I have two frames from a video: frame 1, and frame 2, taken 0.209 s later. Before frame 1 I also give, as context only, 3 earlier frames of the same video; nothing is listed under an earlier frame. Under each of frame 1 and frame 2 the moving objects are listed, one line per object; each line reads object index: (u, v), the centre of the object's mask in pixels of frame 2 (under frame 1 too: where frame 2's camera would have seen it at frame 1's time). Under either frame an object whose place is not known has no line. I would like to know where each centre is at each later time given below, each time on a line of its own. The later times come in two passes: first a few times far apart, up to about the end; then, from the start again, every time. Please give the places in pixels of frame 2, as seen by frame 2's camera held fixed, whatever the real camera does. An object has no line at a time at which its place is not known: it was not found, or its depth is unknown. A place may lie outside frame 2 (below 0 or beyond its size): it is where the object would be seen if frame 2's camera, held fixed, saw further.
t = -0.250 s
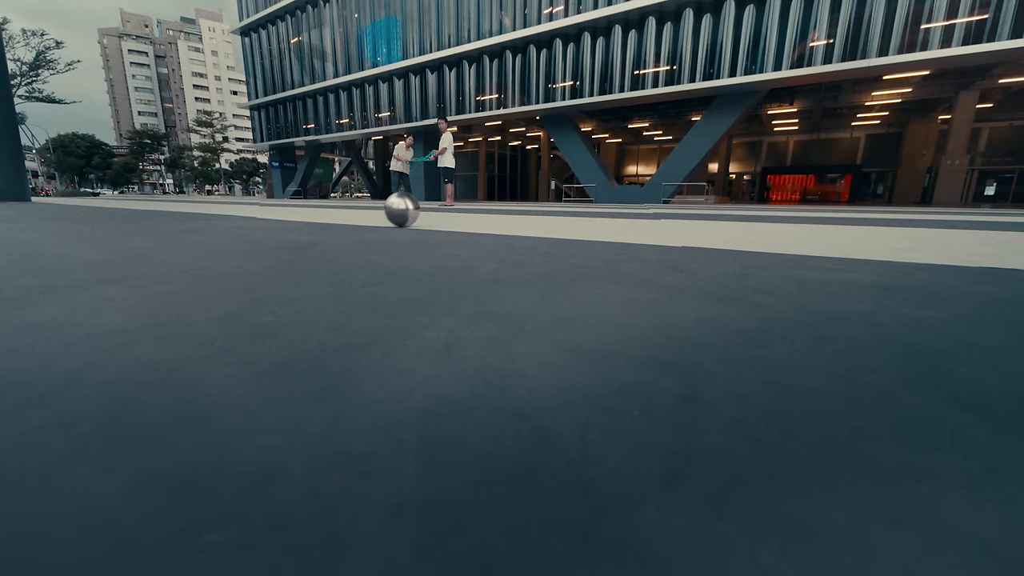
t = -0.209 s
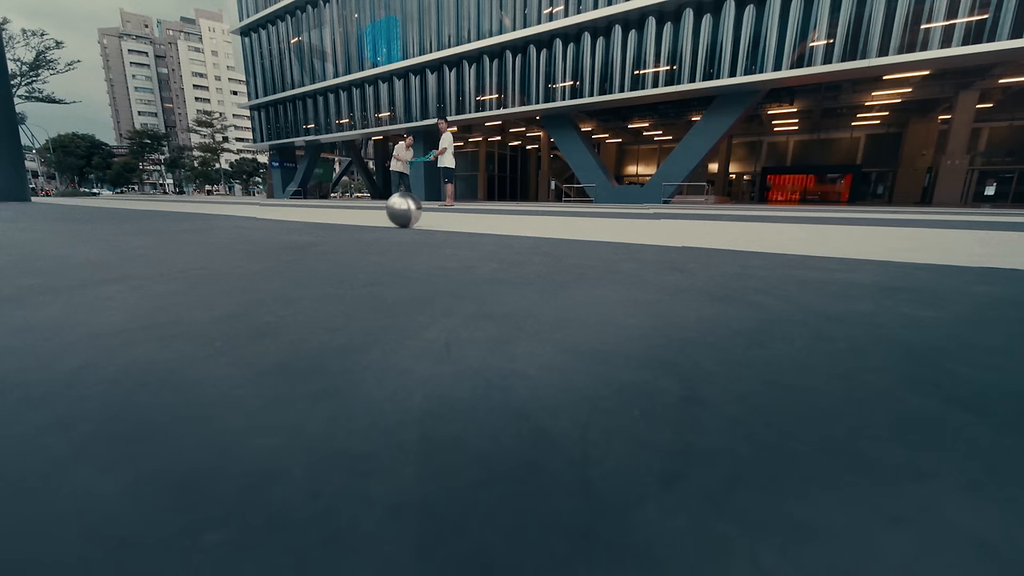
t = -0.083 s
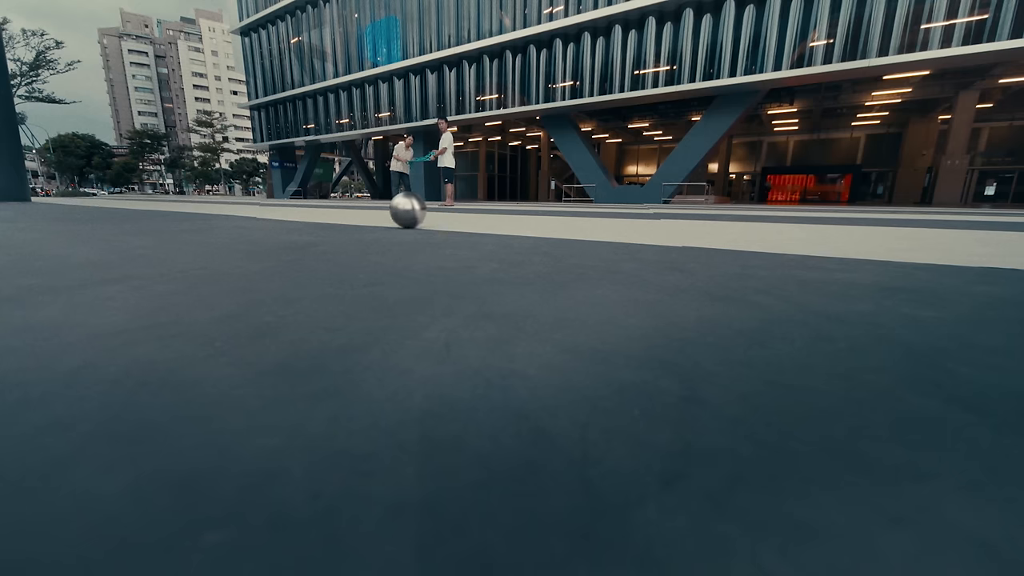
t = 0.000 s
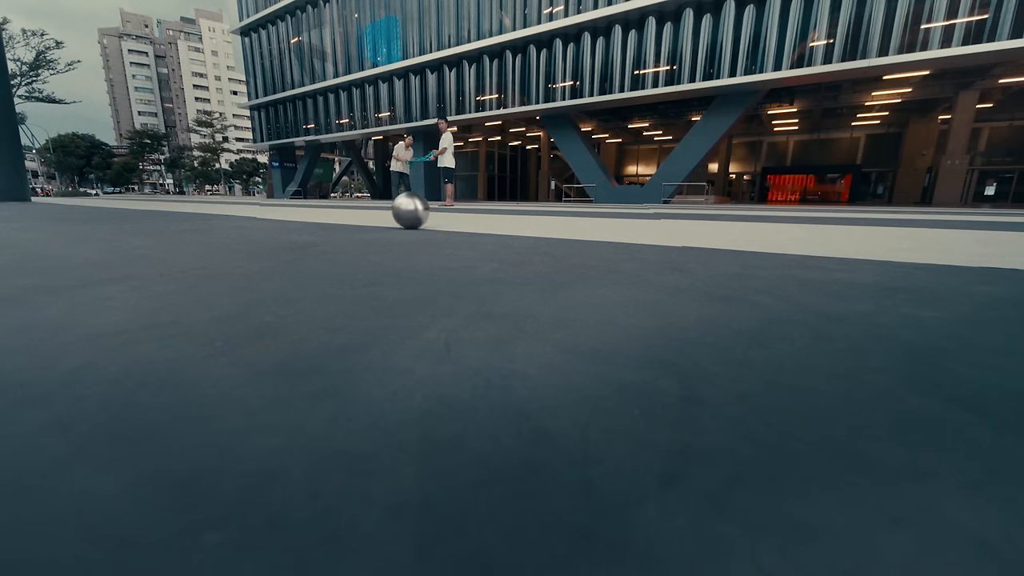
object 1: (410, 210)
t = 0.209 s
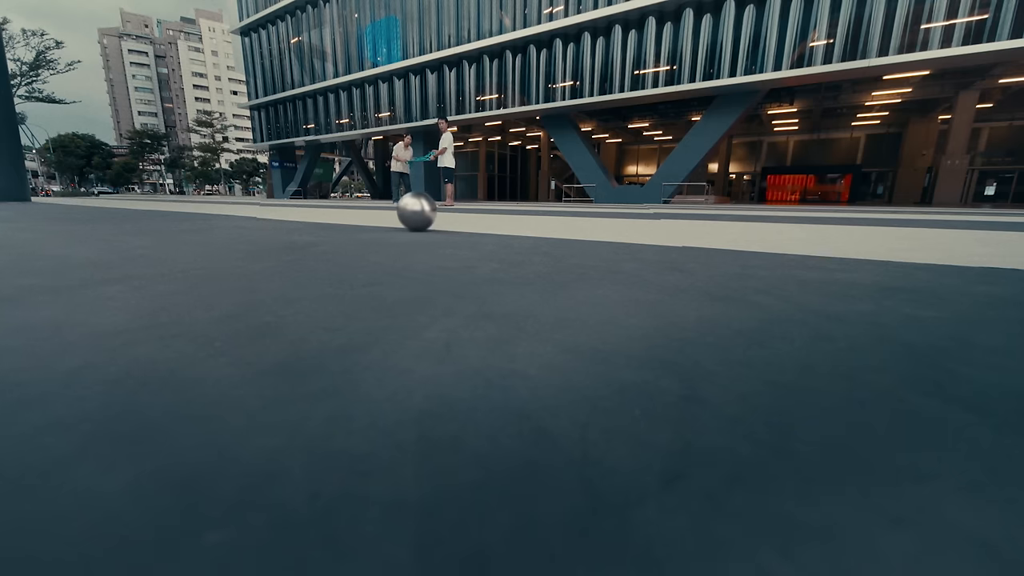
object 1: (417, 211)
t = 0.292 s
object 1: (419, 212)
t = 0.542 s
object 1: (426, 213)
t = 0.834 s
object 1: (432, 214)
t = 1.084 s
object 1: (439, 216)
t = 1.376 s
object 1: (447, 218)
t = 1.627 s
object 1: (456, 222)
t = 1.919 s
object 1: (468, 229)
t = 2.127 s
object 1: (475, 240)
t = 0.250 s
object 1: (418, 211)
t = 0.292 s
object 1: (419, 212)
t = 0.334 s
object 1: (420, 212)
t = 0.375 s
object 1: (421, 212)
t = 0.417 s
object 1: (422, 212)
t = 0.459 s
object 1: (424, 212)
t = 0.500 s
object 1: (424, 212)
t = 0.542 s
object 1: (426, 213)
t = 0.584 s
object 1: (426, 213)
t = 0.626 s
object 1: (428, 213)
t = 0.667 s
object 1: (428, 213)
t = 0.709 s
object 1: (430, 214)
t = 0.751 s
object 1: (430, 214)
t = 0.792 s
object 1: (432, 214)
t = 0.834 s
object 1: (432, 214)
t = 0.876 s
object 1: (434, 215)
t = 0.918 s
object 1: (434, 215)
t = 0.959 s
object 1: (436, 215)
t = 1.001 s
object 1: (436, 215)
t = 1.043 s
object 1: (438, 215)
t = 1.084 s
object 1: (439, 216)
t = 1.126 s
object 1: (440, 216)
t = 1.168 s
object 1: (441, 216)
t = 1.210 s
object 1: (442, 217)
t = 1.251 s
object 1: (443, 217)
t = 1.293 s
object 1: (444, 217)
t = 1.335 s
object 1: (445, 218)
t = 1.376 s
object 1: (447, 218)
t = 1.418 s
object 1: (448, 219)
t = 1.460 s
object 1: (449, 220)
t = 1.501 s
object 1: (450, 220)
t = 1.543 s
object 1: (452, 221)
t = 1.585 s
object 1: (454, 221)
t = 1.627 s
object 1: (456, 222)
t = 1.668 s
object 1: (457, 223)
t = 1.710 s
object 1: (459, 224)
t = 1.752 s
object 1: (460, 225)
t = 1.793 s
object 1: (463, 226)
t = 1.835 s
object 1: (464, 226)
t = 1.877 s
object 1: (467, 228)
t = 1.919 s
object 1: (468, 229)
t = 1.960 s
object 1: (470, 231)
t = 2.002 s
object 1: (471, 232)
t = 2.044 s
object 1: (473, 235)
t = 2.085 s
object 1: (474, 236)
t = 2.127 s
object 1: (475, 240)
